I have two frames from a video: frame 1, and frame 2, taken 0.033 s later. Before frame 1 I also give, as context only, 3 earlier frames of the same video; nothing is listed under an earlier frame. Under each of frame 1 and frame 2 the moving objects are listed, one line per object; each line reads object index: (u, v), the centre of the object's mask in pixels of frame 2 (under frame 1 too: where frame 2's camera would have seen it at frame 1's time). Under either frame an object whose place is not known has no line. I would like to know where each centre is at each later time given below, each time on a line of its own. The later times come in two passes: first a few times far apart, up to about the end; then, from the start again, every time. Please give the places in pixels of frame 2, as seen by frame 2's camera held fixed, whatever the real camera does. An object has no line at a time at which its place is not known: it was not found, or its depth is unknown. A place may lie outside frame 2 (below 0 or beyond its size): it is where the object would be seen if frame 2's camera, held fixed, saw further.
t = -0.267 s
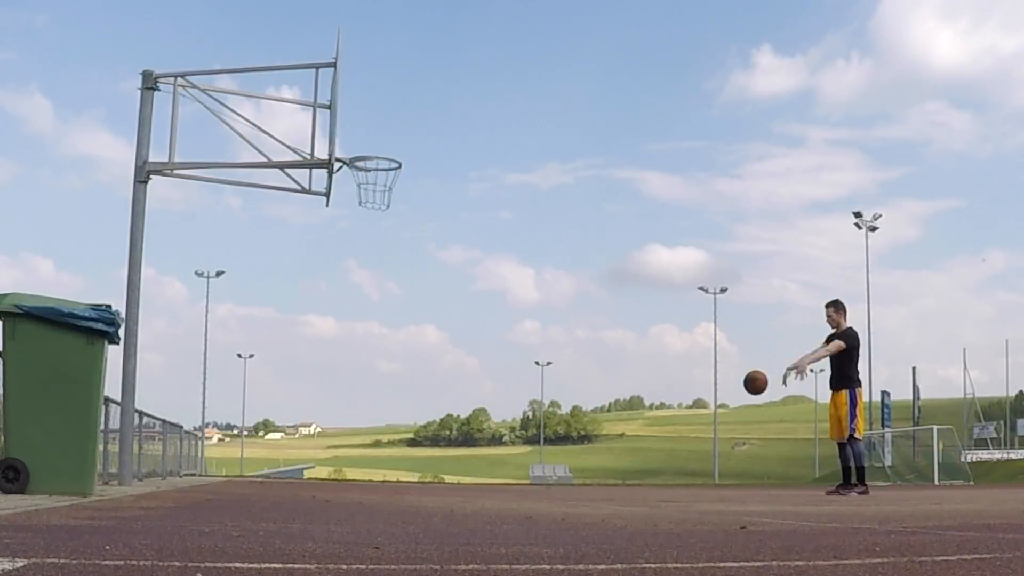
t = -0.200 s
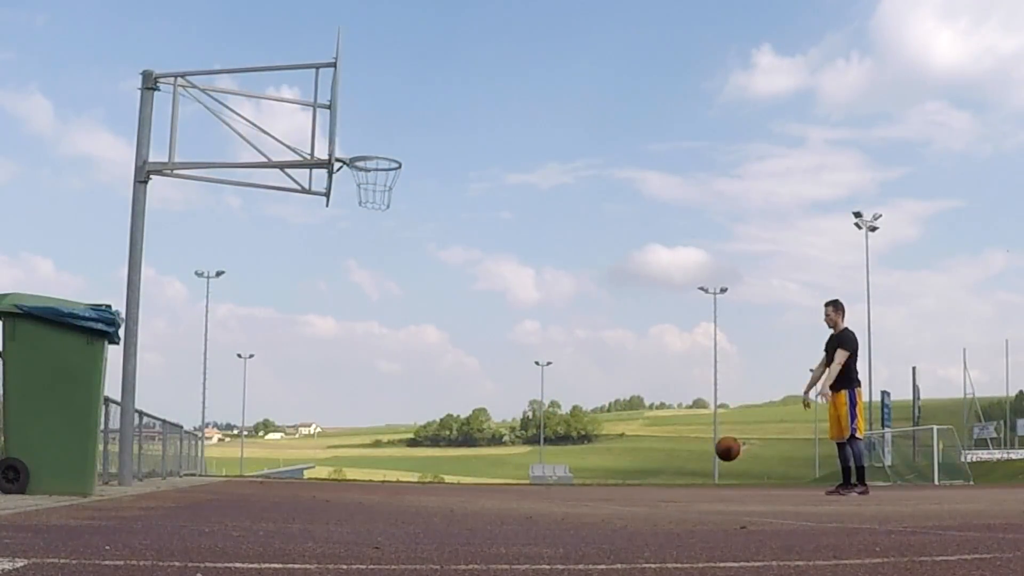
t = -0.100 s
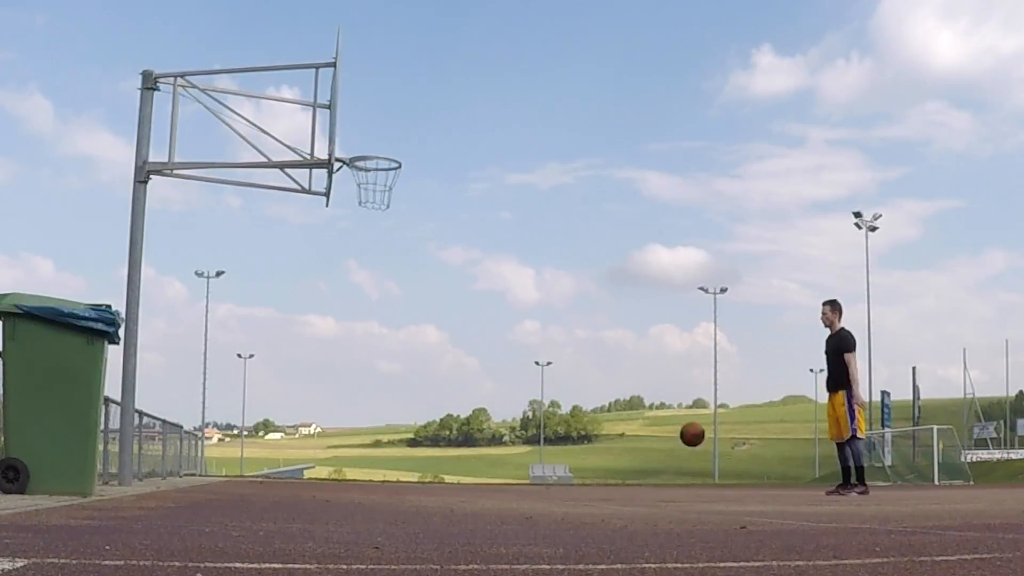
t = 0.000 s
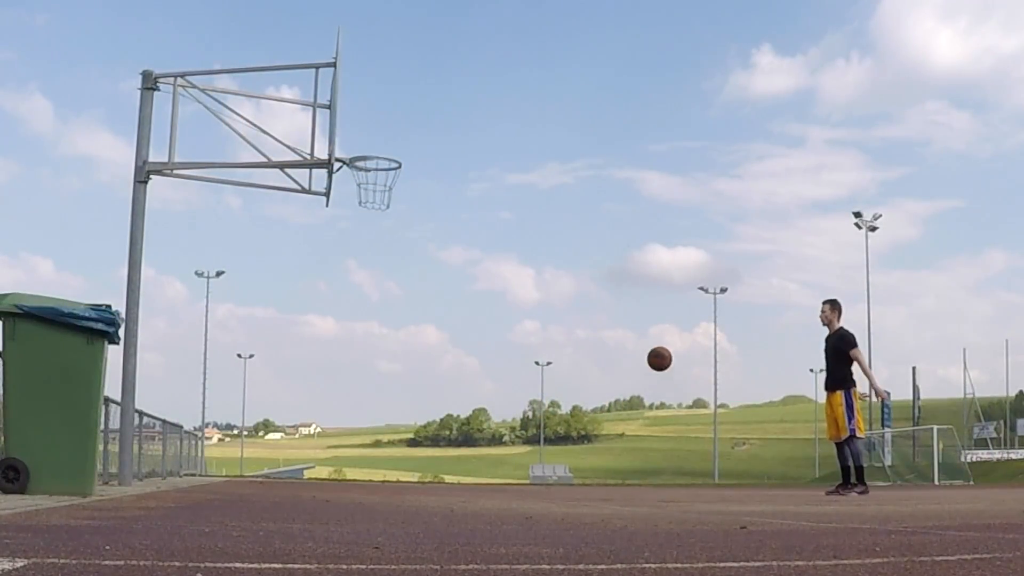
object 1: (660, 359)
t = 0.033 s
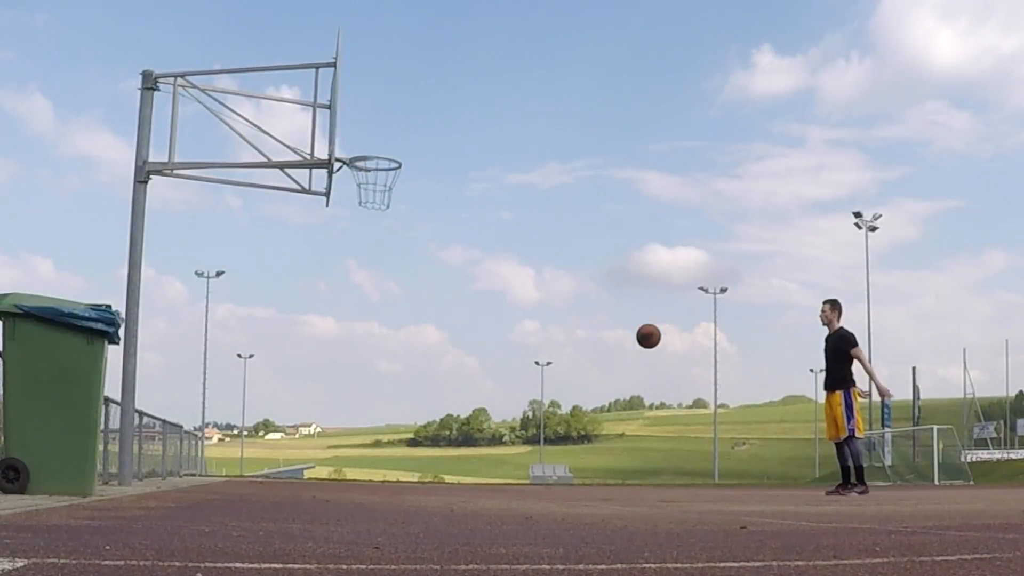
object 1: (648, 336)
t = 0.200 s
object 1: (593, 241)
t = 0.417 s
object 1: (521, 164)
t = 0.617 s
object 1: (454, 137)
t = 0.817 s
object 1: (388, 149)
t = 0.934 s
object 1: (366, 174)
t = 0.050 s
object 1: (643, 325)
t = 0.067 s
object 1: (637, 315)
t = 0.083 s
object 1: (632, 305)
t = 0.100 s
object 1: (626, 295)
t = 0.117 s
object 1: (621, 285)
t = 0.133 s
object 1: (615, 276)
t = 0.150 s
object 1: (610, 267)
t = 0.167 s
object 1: (604, 258)
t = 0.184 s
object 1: (599, 249)
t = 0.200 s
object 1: (593, 241)
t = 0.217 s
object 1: (588, 234)
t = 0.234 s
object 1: (582, 226)
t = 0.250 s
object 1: (577, 219)
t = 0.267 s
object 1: (571, 212)
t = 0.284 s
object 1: (565, 206)
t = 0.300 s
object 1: (560, 199)
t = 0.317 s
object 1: (554, 194)
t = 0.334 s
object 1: (549, 188)
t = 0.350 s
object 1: (543, 183)
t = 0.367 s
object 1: (538, 178)
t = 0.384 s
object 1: (532, 173)
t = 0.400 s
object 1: (527, 168)
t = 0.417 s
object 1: (521, 164)
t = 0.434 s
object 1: (516, 160)
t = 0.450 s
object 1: (510, 157)
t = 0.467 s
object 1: (504, 153)
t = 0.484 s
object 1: (499, 150)
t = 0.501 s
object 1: (493, 148)
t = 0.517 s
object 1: (488, 145)
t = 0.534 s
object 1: (482, 143)
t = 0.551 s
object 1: (477, 141)
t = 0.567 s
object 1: (471, 140)
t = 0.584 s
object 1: (466, 139)
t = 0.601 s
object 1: (460, 138)
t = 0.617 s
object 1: (454, 137)
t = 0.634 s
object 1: (449, 136)
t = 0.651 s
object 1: (443, 136)
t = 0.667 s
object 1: (438, 137)
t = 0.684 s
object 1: (432, 137)
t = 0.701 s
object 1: (427, 138)
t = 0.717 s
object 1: (421, 139)
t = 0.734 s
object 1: (415, 140)
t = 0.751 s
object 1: (410, 142)
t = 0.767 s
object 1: (404, 144)
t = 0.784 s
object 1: (399, 146)
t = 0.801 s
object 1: (393, 148)
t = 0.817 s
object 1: (388, 149)
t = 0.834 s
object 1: (382, 154)
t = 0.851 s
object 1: (377, 159)
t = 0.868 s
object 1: (371, 163)
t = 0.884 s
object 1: (365, 170)
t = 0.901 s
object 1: (364, 171)
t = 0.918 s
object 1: (365, 172)
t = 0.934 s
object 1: (366, 174)
